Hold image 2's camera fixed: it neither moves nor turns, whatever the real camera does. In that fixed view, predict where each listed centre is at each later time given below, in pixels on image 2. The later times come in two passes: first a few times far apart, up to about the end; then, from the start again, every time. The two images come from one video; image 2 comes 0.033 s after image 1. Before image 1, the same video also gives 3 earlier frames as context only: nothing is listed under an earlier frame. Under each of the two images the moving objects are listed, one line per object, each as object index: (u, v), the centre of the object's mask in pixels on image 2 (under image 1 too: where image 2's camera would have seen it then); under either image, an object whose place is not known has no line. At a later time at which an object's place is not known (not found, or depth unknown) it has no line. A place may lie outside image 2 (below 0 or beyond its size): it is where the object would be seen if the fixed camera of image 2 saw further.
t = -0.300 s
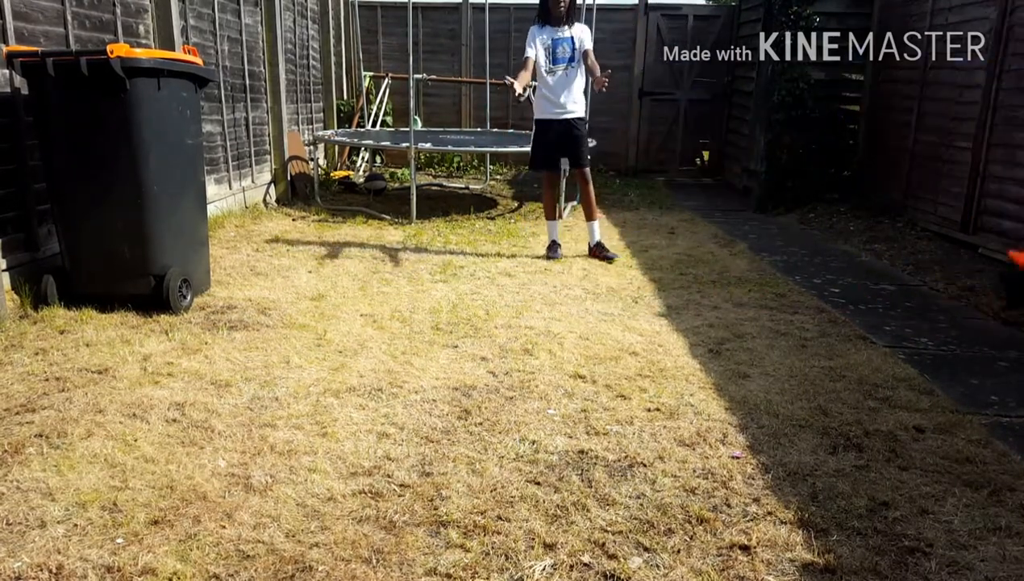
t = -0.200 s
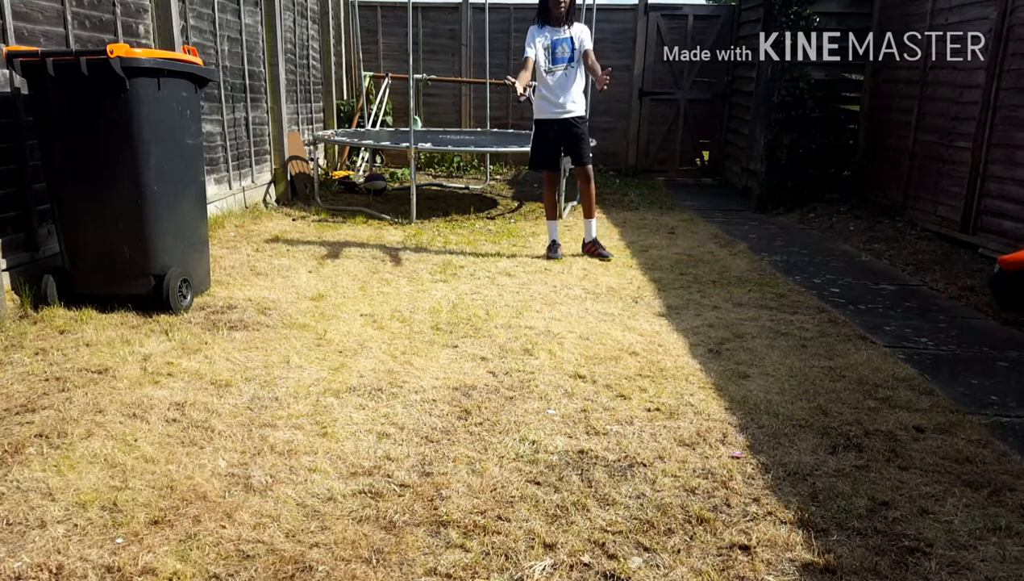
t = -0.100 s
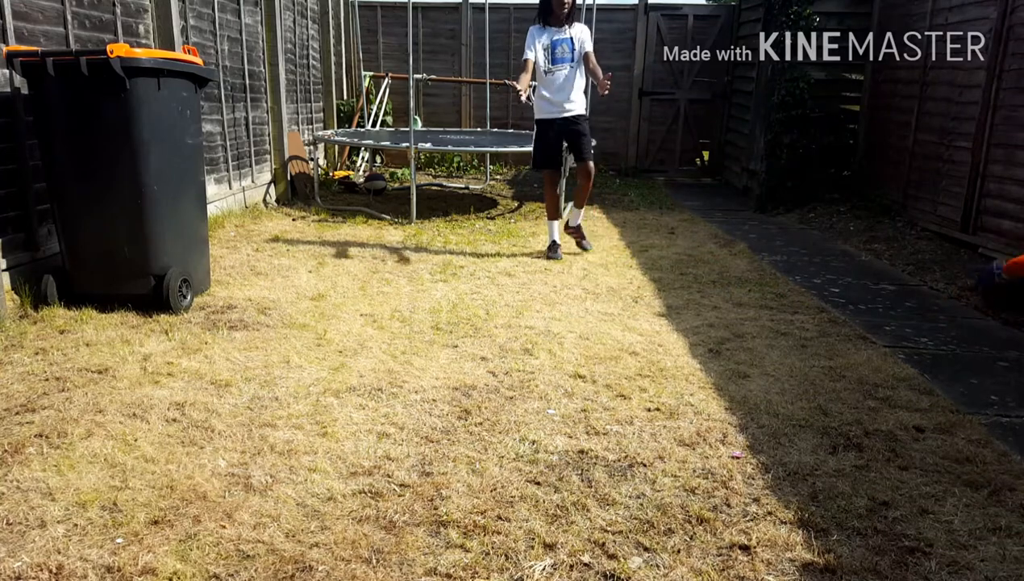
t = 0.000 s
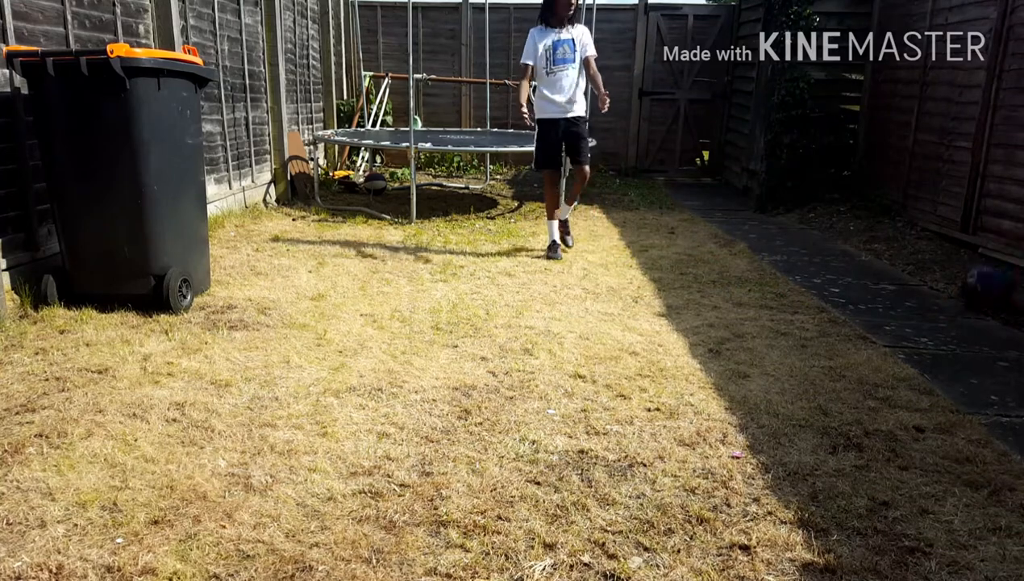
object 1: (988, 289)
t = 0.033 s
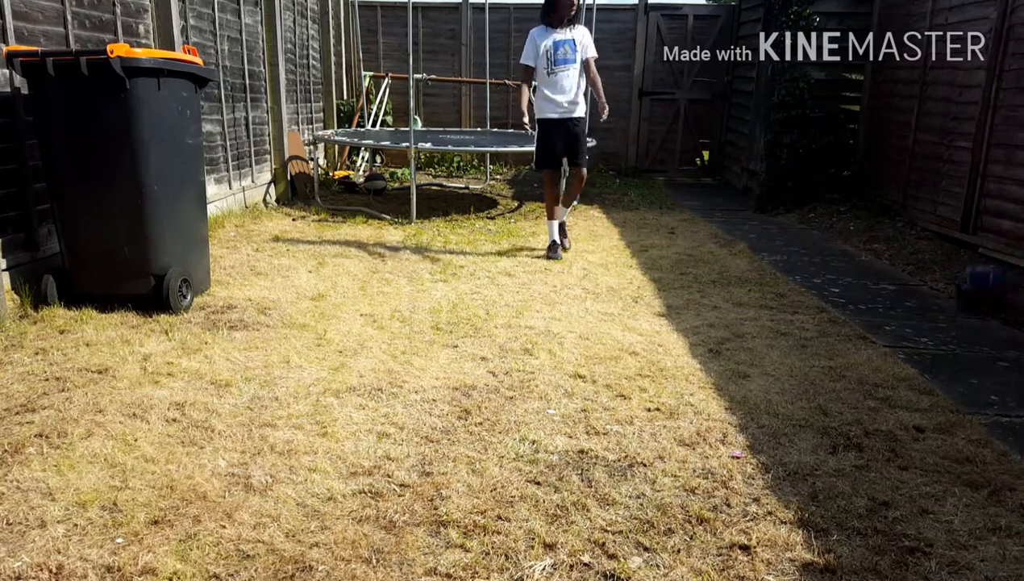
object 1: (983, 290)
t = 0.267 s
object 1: (948, 293)
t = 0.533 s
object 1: (910, 296)
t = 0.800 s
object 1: (872, 297)
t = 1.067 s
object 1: (835, 298)
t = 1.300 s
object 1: (796, 302)
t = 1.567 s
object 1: (749, 306)
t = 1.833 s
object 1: (704, 304)
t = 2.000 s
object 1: (678, 305)
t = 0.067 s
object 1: (978, 291)
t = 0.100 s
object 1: (973, 292)
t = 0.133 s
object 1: (969, 292)
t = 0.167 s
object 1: (964, 292)
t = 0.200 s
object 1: (958, 292)
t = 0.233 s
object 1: (953, 294)
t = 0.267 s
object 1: (948, 293)
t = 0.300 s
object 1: (943, 293)
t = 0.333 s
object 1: (939, 294)
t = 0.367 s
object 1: (933, 295)
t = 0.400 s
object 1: (929, 295)
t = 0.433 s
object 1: (924, 295)
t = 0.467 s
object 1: (919, 295)
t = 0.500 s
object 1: (914, 295)
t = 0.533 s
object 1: (910, 296)
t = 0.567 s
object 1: (905, 295)
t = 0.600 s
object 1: (901, 296)
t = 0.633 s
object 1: (894, 296)
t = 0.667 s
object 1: (890, 295)
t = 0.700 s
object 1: (885, 296)
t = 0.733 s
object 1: (880, 296)
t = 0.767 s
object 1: (875, 296)
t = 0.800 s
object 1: (872, 297)
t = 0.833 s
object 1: (867, 299)
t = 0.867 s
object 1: (863, 297)
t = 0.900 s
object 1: (857, 296)
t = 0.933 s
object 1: (853, 296)
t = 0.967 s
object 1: (849, 296)
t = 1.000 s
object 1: (845, 296)
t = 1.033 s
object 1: (840, 296)
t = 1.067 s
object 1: (835, 298)
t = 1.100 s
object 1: (830, 299)
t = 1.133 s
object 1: (825, 300)
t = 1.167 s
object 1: (820, 301)
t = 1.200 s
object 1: (814, 302)
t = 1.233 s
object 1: (808, 302)
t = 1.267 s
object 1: (802, 302)
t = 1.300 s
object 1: (796, 302)
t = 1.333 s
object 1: (791, 303)
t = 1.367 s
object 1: (785, 304)
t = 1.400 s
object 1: (779, 304)
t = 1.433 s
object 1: (773, 305)
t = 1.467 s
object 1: (767, 305)
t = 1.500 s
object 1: (761, 306)
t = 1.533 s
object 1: (755, 306)
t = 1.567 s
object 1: (749, 306)
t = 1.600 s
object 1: (743, 306)
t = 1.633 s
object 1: (737, 306)
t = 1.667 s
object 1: (732, 305)
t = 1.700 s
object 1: (726, 305)
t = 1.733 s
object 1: (720, 304)
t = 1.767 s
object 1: (715, 304)
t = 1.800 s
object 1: (710, 304)
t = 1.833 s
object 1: (704, 304)
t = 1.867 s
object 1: (699, 304)
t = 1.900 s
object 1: (694, 304)
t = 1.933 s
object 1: (689, 304)
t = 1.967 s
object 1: (683, 305)
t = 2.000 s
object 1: (678, 305)
